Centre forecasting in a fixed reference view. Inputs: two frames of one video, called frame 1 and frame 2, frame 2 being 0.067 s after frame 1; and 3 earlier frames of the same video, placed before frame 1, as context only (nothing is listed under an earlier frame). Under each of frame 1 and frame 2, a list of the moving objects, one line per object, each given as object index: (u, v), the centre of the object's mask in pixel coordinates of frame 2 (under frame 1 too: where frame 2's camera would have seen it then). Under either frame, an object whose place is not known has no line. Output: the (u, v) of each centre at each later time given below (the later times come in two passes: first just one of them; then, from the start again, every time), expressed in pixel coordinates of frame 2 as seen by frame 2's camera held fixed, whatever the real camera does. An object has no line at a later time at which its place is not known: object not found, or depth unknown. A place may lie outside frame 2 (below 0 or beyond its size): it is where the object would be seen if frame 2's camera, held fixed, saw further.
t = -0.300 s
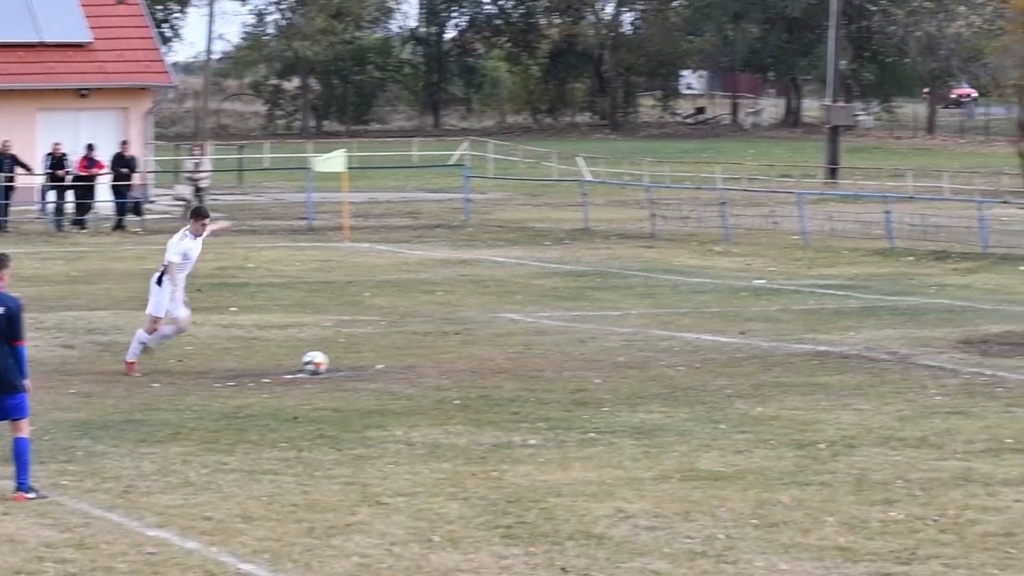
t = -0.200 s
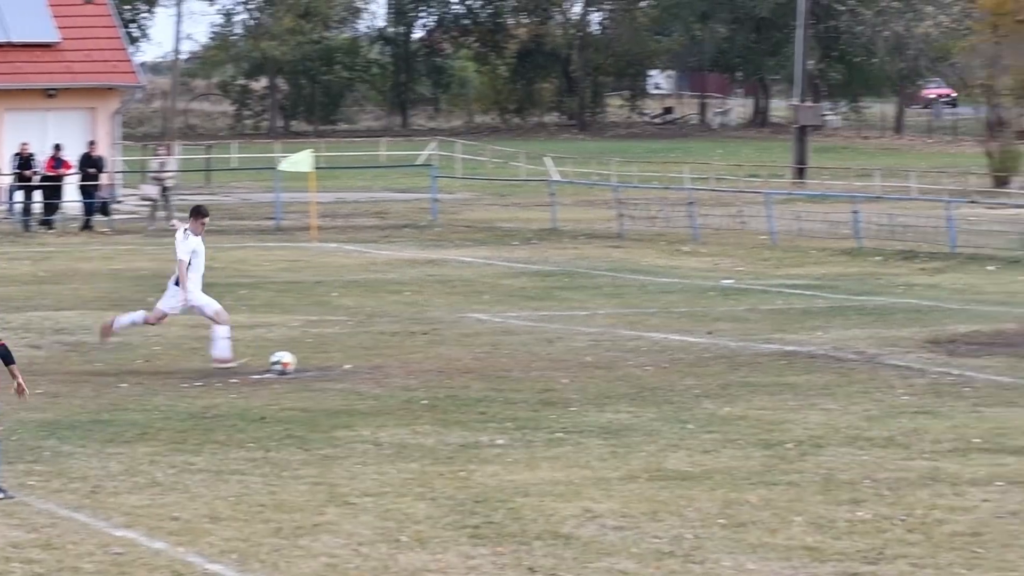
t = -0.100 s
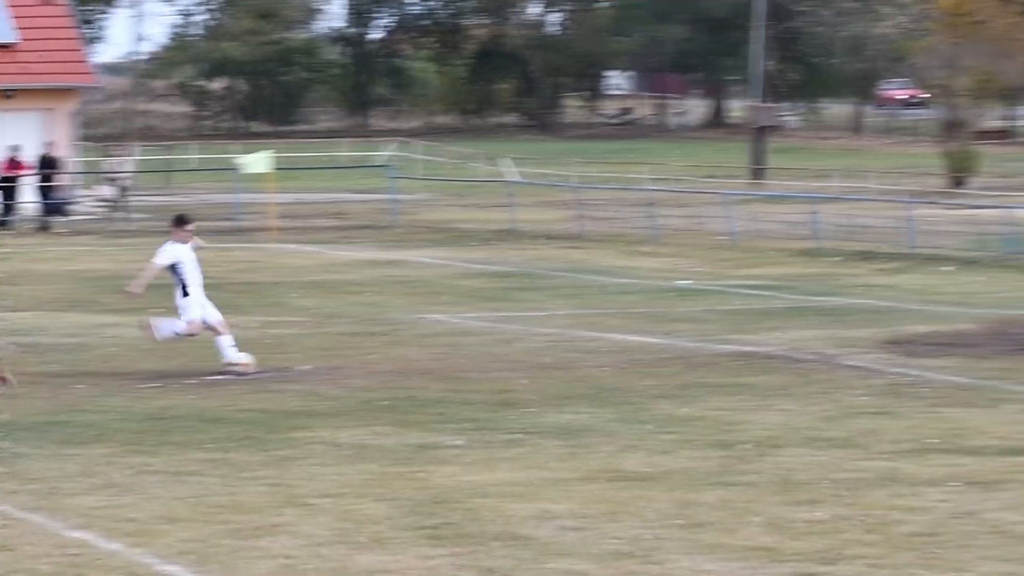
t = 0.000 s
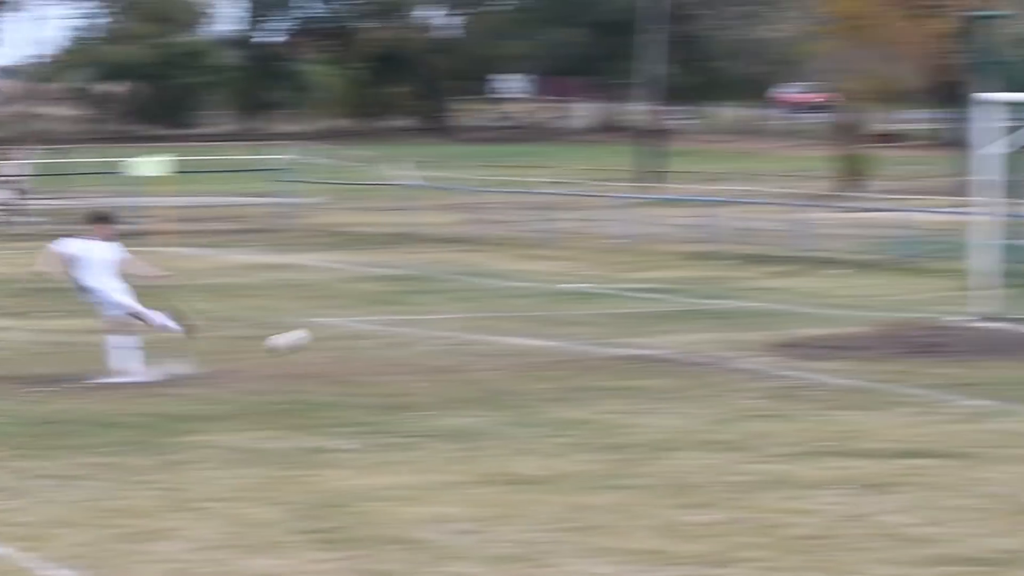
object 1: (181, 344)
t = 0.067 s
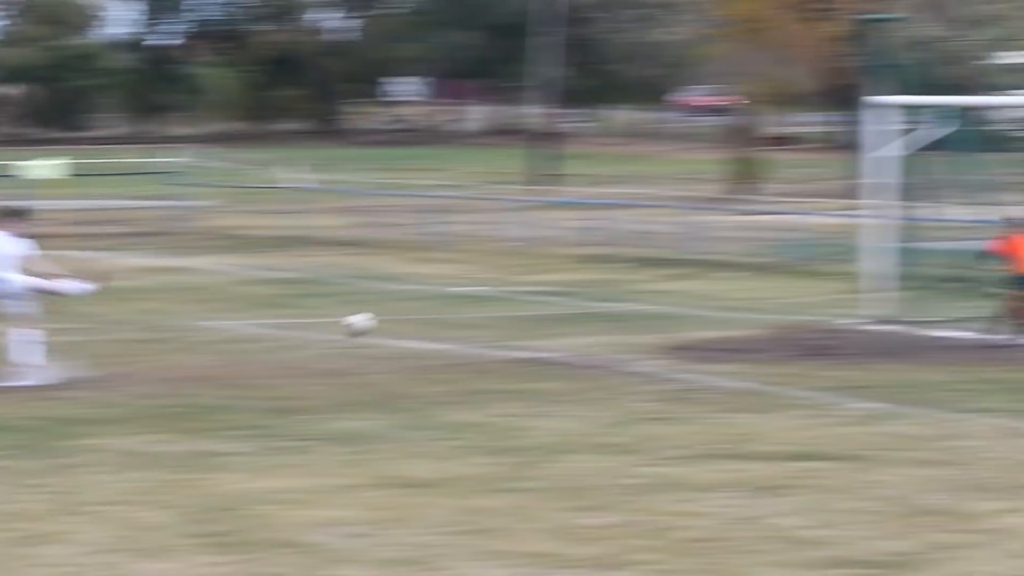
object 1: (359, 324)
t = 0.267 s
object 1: (793, 306)
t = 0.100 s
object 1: (441, 316)
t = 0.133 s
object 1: (521, 310)
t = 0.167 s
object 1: (595, 306)
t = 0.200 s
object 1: (665, 306)
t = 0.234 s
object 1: (730, 306)
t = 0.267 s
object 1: (793, 306)
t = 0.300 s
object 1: (850, 308)
